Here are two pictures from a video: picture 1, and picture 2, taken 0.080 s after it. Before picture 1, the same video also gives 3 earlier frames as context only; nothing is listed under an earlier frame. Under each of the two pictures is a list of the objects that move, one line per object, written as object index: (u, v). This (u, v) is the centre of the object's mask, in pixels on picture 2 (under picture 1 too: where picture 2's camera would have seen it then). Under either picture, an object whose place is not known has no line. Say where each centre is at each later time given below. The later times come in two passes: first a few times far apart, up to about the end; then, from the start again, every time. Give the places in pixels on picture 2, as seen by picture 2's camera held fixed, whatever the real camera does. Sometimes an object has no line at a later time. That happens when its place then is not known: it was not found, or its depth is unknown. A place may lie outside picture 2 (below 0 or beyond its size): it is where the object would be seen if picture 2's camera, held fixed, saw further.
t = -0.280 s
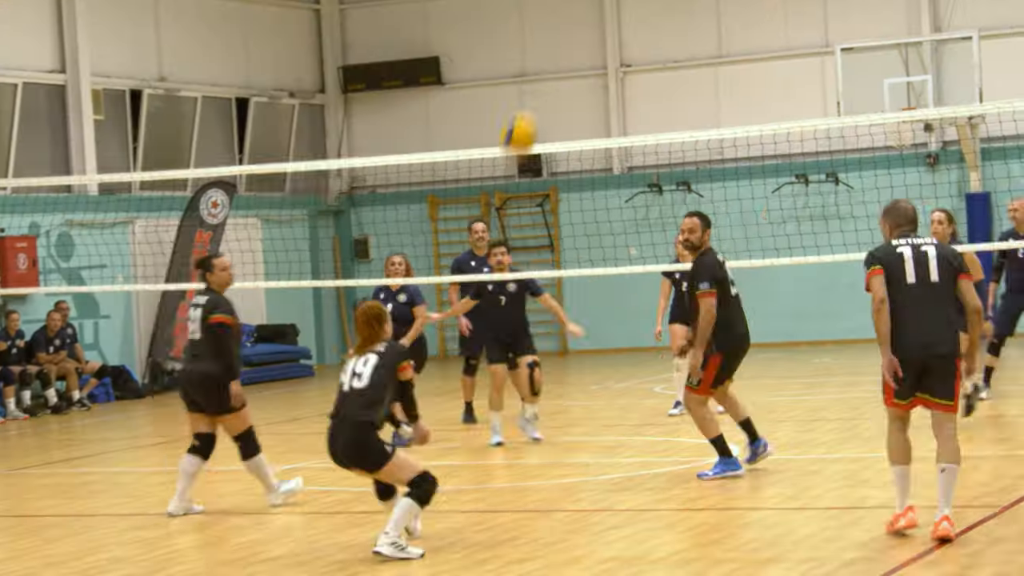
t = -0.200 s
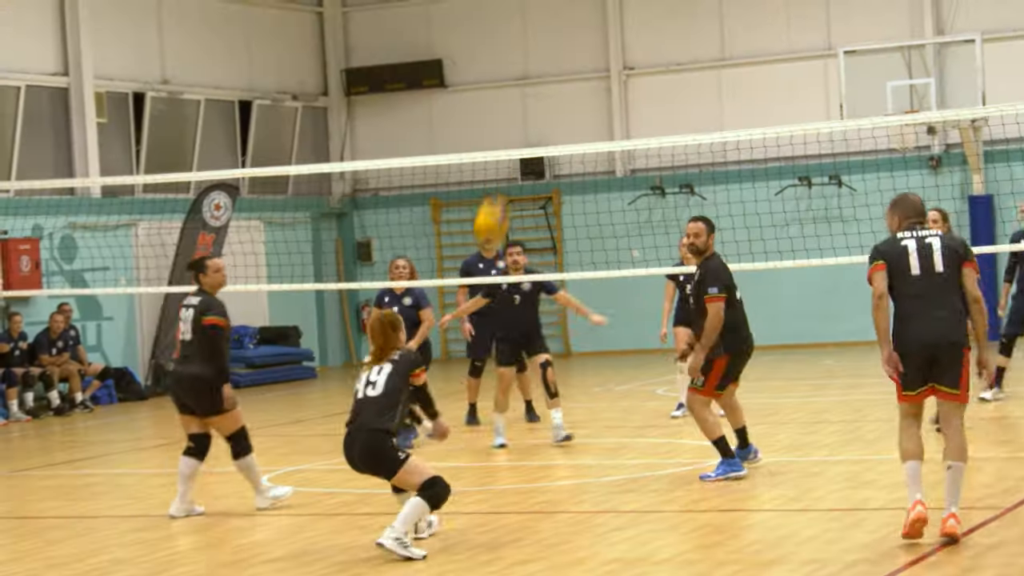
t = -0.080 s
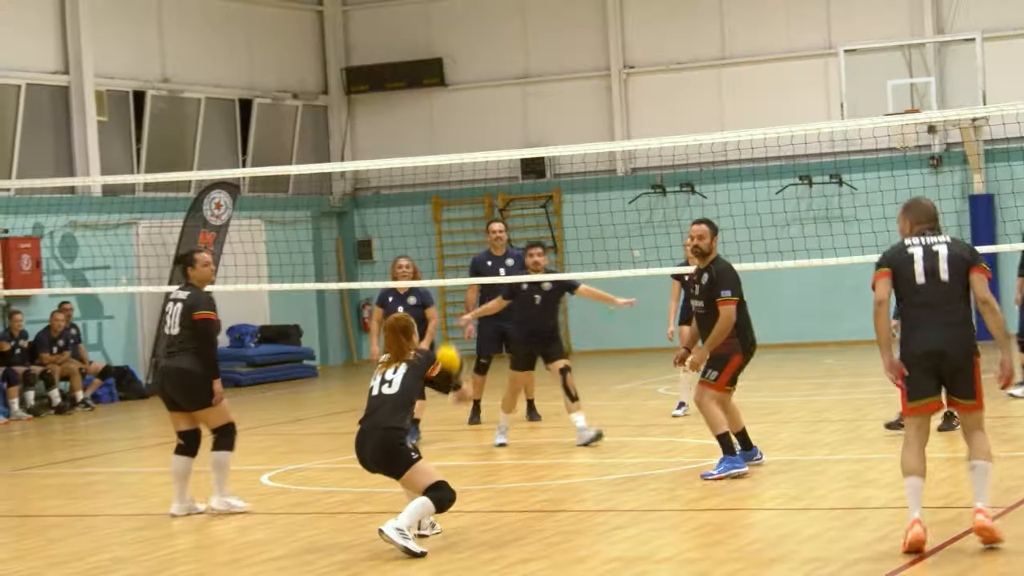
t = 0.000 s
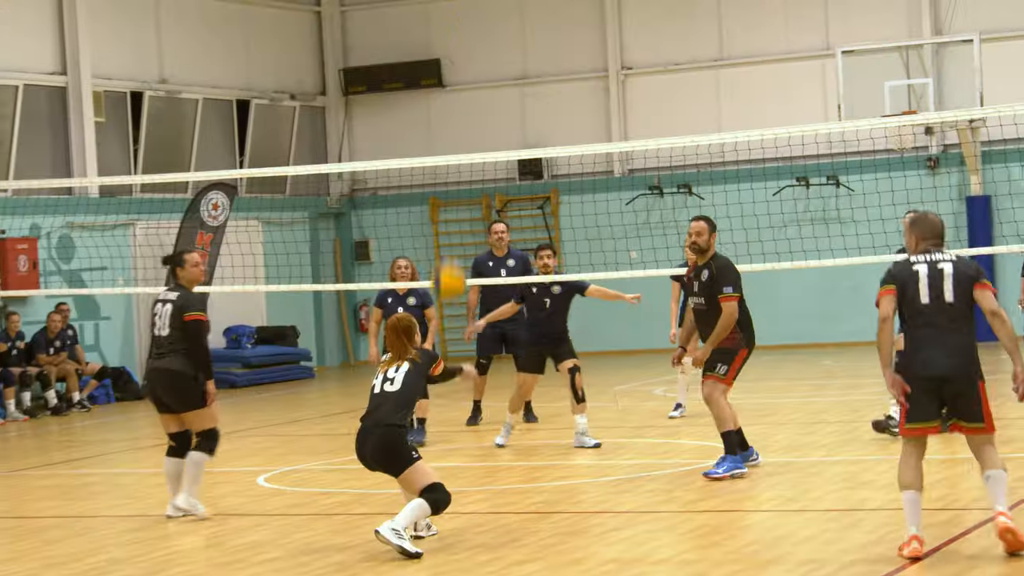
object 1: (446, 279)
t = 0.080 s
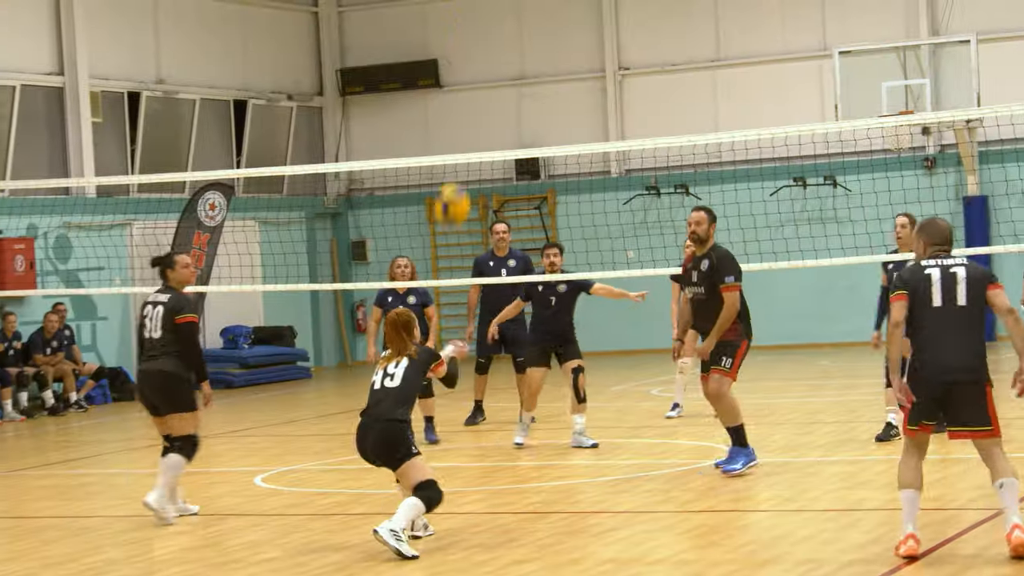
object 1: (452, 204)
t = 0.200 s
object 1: (461, 113)
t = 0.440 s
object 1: (482, 14)
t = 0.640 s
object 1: (500, 4)
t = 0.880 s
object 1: (524, 63)
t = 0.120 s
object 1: (455, 173)
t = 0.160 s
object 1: (458, 139)
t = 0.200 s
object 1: (461, 113)
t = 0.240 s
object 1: (466, 90)
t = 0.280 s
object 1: (468, 69)
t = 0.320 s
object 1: (471, 51)
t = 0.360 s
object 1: (474, 36)
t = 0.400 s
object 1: (479, 23)
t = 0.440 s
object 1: (482, 14)
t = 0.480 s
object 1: (485, 9)
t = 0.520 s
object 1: (489, 5)
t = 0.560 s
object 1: (493, 4)
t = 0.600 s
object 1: (496, 3)
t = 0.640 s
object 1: (500, 4)
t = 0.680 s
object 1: (504, 6)
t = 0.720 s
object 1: (508, 12)
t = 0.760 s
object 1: (513, 21)
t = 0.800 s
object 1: (516, 32)
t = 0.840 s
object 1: (520, 46)
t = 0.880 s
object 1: (524, 63)
